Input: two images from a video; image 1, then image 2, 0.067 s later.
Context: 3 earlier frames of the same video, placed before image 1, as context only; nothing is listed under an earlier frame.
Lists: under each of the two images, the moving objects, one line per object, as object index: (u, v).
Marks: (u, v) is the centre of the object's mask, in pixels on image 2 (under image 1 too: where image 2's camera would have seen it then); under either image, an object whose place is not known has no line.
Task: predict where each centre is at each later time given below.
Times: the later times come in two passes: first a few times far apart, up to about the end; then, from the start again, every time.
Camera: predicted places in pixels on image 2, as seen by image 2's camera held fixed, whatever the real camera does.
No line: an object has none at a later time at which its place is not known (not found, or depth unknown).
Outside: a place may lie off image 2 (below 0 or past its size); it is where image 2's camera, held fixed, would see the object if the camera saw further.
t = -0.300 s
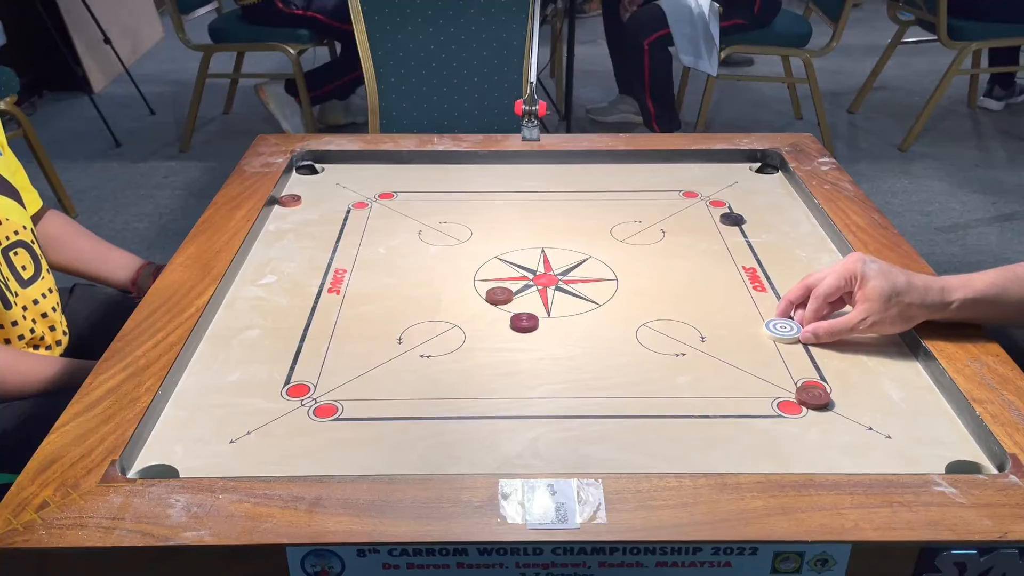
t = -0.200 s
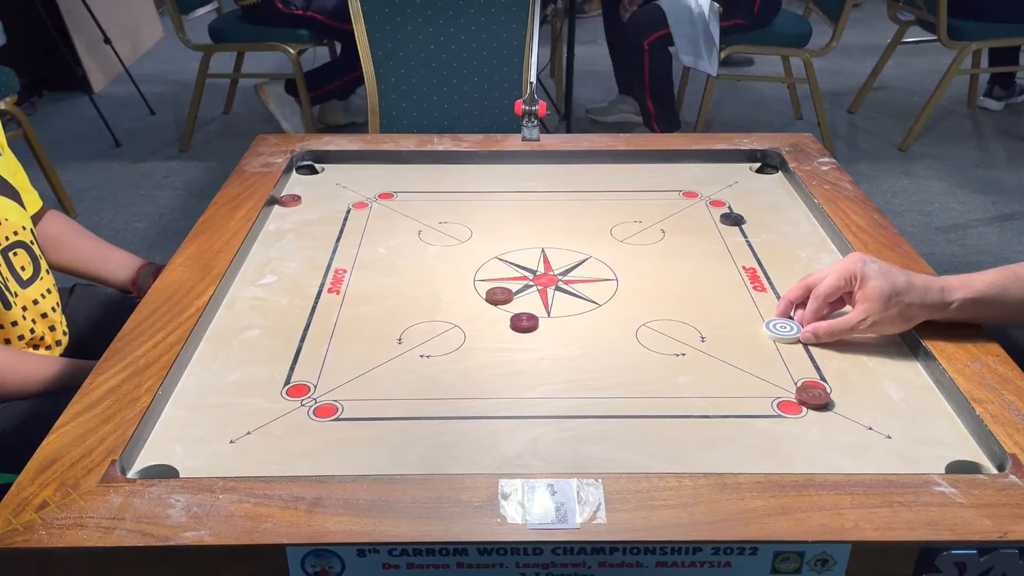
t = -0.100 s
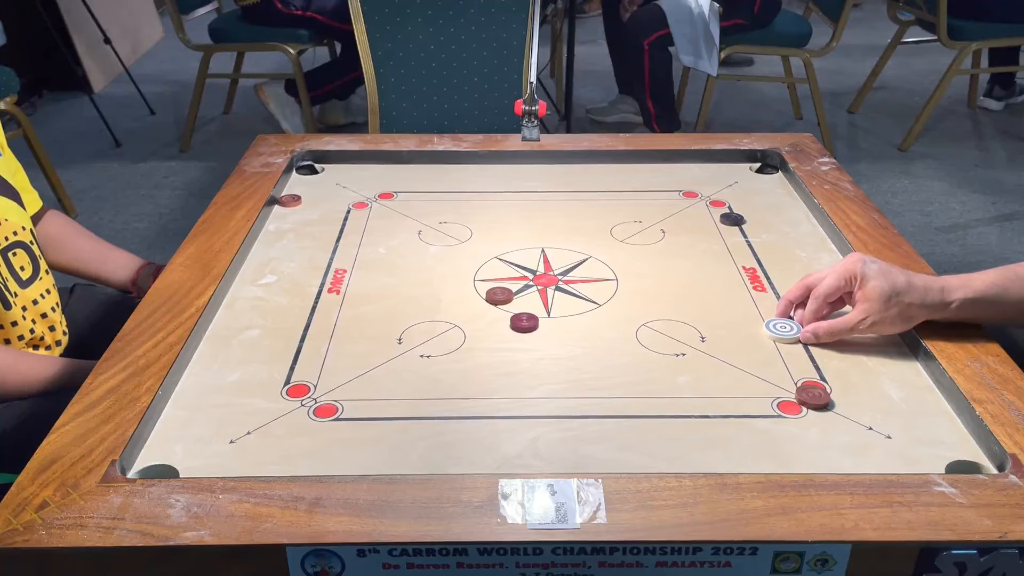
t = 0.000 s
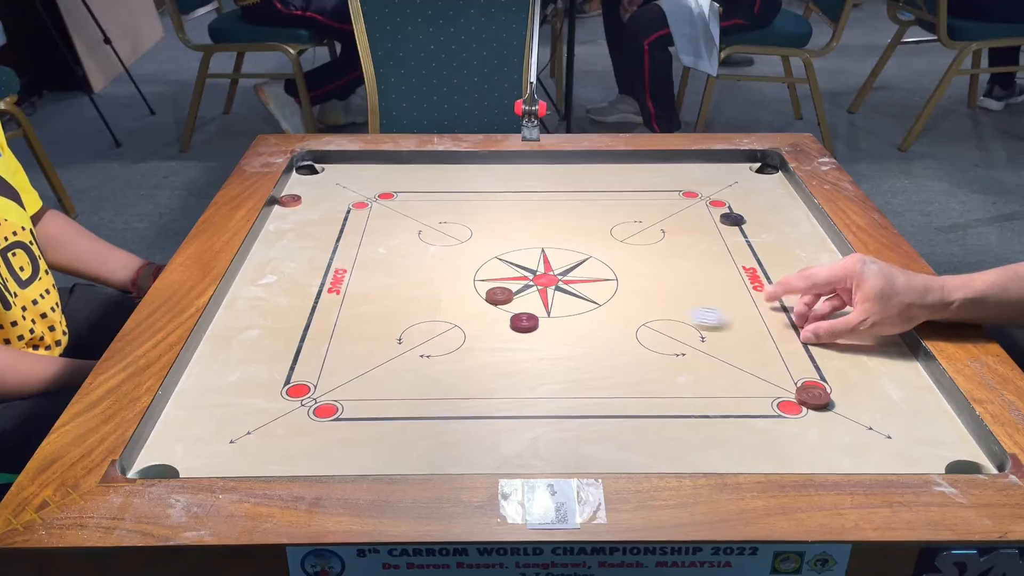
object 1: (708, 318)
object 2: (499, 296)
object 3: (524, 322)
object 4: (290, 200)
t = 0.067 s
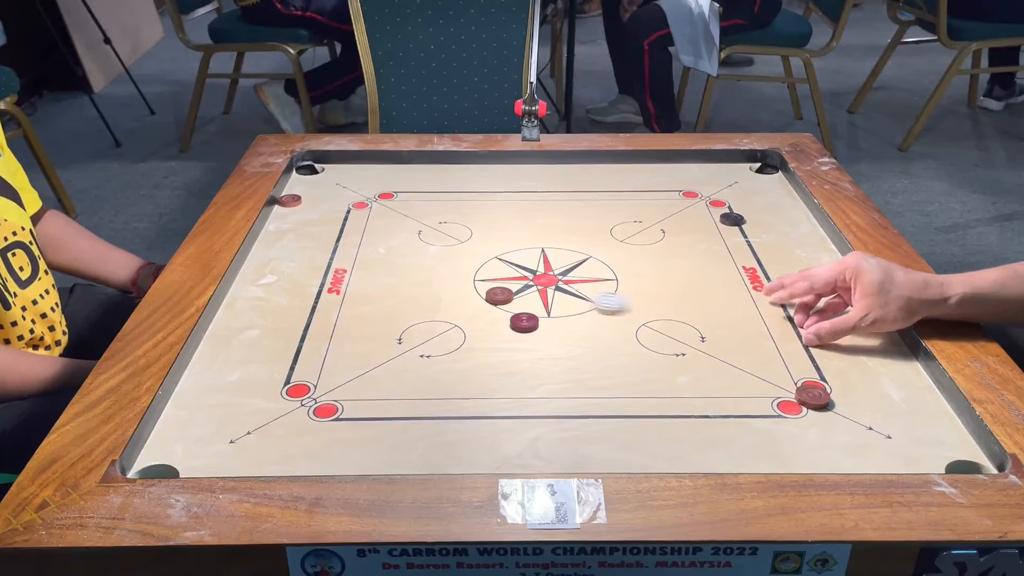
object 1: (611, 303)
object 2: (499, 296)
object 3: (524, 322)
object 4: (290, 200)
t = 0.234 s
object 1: (454, 264)
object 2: (352, 312)
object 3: (524, 322)
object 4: (290, 200)
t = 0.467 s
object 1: (333, 222)
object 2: (362, 327)
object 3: (524, 322)
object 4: (290, 200)
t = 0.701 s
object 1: (310, 206)
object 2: (506, 334)
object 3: (571, 316)
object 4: (331, 180)
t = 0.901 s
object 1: (329, 205)
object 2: (513, 338)
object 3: (668, 306)
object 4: (370, 169)
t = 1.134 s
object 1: (329, 205)
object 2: (513, 338)
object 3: (746, 297)
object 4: (382, 174)
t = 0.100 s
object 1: (564, 296)
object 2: (499, 296)
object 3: (524, 322)
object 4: (290, 200)
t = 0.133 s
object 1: (524, 289)
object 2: (490, 296)
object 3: (524, 322)
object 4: (290, 200)
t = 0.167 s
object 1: (500, 280)
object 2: (444, 301)
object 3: (524, 322)
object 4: (290, 200)
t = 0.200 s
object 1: (477, 273)
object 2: (398, 307)
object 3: (524, 322)
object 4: (290, 200)
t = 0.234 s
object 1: (454, 264)
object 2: (352, 312)
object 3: (524, 322)
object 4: (290, 200)
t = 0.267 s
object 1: (435, 258)
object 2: (303, 317)
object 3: (524, 322)
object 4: (290, 200)
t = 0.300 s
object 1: (415, 251)
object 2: (258, 322)
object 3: (524, 322)
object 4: (290, 200)
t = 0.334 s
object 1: (397, 244)
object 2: (231, 326)
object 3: (524, 322)
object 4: (290, 200)
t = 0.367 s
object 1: (379, 238)
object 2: (265, 327)
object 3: (524, 322)
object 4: (290, 200)
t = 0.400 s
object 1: (364, 233)
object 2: (298, 327)
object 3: (524, 322)
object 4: (290, 200)
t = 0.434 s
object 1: (347, 227)
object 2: (331, 327)
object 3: (524, 322)
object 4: (290, 200)
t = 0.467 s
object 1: (333, 222)
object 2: (362, 327)
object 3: (524, 322)
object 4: (290, 200)
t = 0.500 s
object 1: (318, 217)
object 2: (392, 327)
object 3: (524, 322)
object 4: (290, 200)
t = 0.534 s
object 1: (305, 213)
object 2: (422, 328)
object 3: (524, 322)
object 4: (289, 200)
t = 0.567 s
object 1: (293, 209)
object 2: (450, 328)
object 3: (524, 322)
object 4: (290, 197)
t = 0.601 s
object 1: (289, 208)
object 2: (478, 328)
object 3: (524, 322)
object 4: (302, 193)
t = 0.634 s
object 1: (298, 208)
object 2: (498, 329)
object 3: (531, 321)
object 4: (312, 189)
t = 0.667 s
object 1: (304, 207)
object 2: (503, 332)
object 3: (551, 319)
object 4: (322, 184)
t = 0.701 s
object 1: (310, 206)
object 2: (506, 334)
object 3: (571, 316)
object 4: (331, 180)
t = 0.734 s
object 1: (315, 206)
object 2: (509, 335)
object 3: (589, 314)
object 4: (340, 177)
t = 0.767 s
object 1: (320, 205)
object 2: (511, 337)
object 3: (607, 312)
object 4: (348, 173)
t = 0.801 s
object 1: (323, 205)
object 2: (513, 337)
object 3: (623, 311)
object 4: (355, 170)
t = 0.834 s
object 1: (326, 205)
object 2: (513, 338)
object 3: (639, 309)
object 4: (362, 167)
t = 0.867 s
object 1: (328, 205)
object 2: (513, 338)
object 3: (654, 307)
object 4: (367, 167)
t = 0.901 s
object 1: (329, 205)
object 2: (513, 338)
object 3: (668, 306)
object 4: (370, 169)
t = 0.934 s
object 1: (329, 205)
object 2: (513, 338)
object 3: (682, 304)
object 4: (374, 170)
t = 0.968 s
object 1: (329, 205)
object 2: (513, 338)
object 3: (694, 303)
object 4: (376, 171)
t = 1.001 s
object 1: (329, 205)
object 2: (513, 338)
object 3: (706, 301)
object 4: (378, 173)
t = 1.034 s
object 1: (329, 205)
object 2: (513, 338)
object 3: (717, 300)
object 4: (380, 173)
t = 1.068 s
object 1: (329, 205)
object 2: (513, 338)
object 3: (728, 299)
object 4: (381, 174)
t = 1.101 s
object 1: (329, 205)
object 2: (513, 338)
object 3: (737, 298)
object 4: (382, 174)
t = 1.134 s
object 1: (329, 205)
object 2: (513, 338)
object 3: (746, 297)
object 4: (382, 174)
